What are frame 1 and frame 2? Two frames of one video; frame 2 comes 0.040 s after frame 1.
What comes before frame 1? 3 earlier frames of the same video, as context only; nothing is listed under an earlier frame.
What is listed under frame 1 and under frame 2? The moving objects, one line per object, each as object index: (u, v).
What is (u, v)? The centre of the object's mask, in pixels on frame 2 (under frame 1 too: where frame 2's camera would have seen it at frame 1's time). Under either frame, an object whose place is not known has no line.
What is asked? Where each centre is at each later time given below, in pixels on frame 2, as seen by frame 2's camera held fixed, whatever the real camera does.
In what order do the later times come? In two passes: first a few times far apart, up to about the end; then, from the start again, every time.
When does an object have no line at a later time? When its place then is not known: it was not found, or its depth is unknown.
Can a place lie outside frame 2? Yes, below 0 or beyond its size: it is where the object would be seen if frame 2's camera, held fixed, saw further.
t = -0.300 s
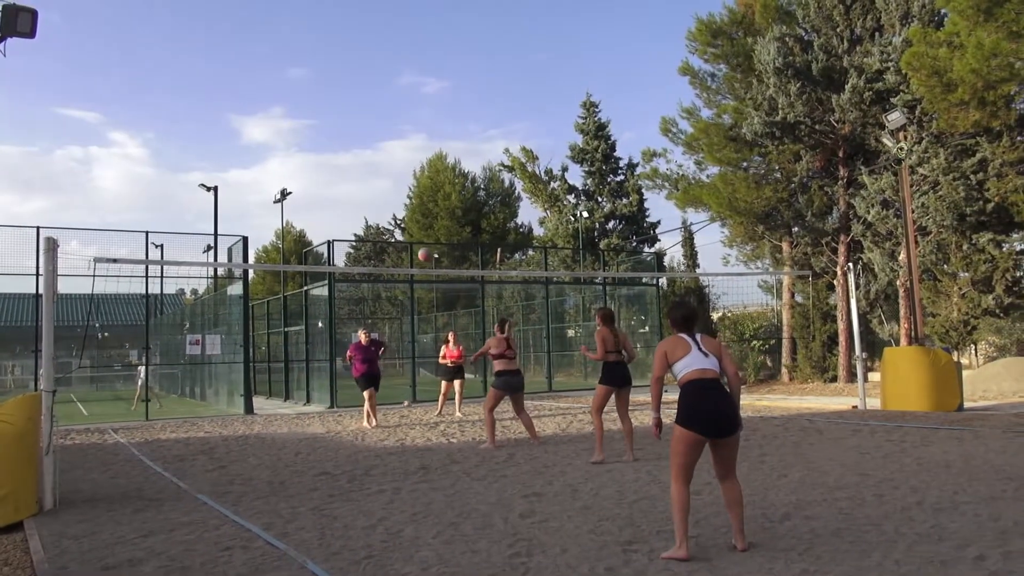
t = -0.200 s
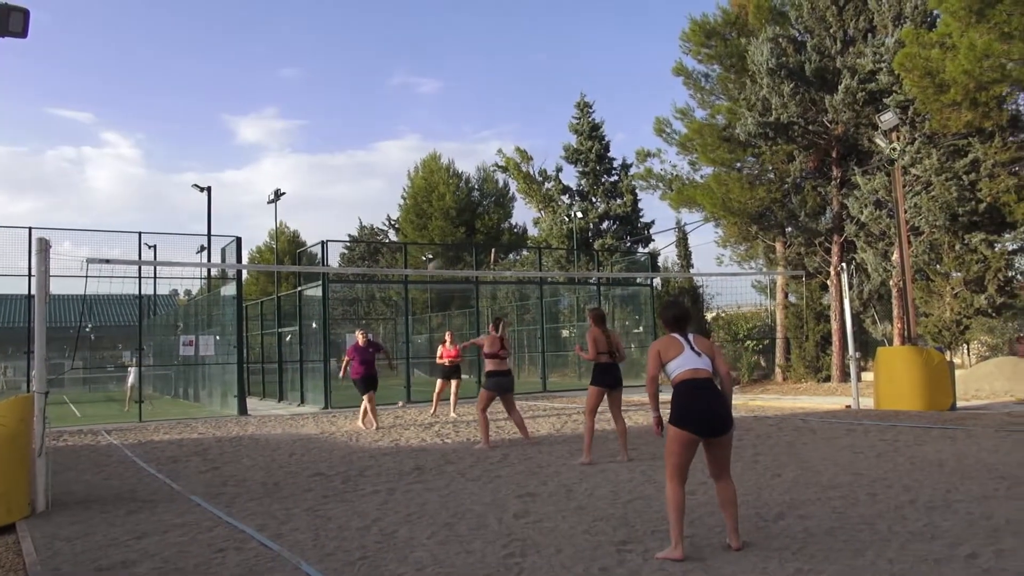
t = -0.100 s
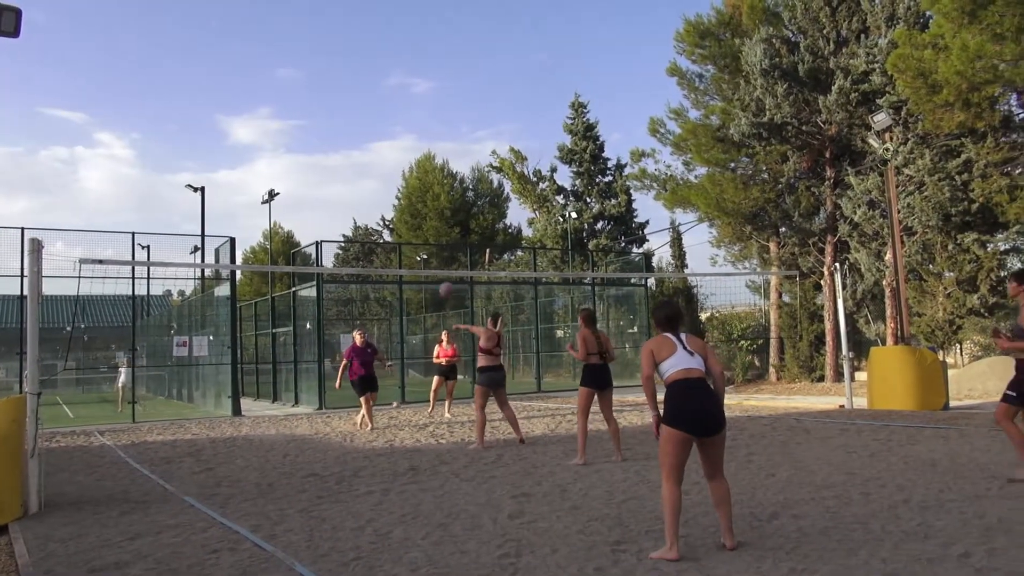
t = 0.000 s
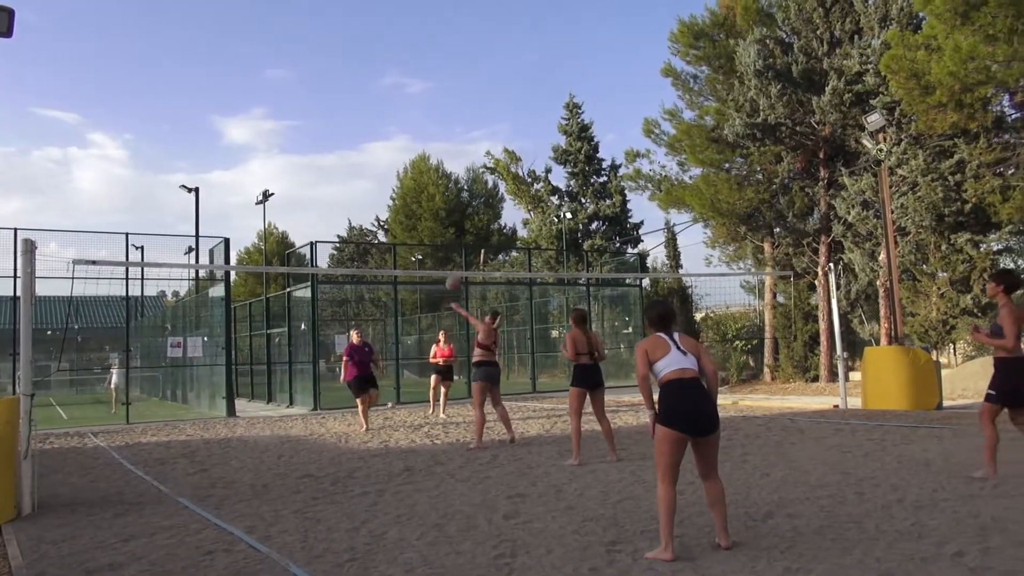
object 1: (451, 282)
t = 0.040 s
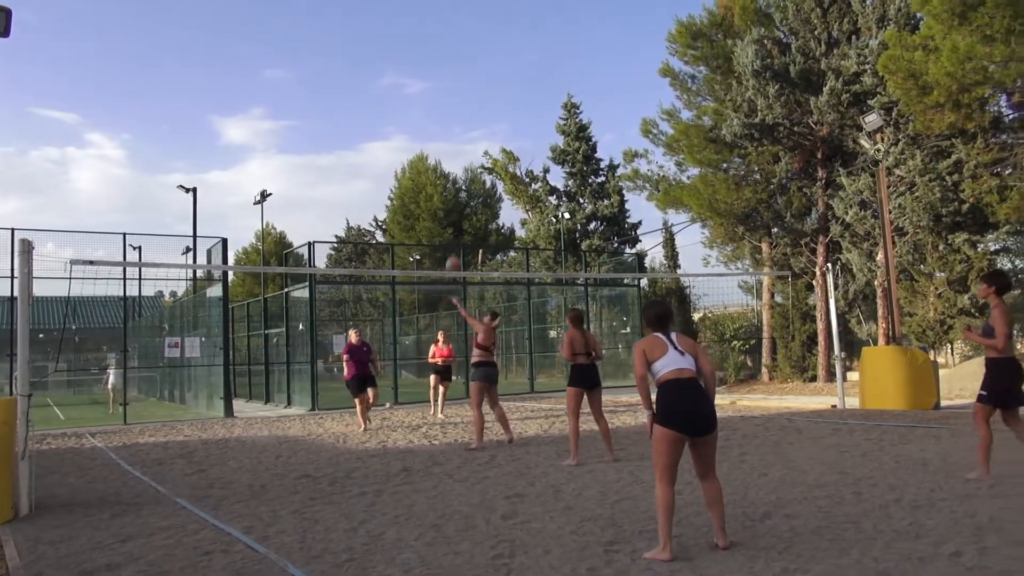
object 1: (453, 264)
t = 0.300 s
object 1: (470, 164)
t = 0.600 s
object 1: (491, 99)
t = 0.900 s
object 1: (522, 112)
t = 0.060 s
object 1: (454, 256)
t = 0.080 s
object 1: (455, 247)
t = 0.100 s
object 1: (456, 238)
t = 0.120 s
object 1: (456, 229)
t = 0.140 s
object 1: (458, 221)
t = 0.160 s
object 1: (459, 213)
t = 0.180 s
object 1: (460, 205)
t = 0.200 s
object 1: (461, 198)
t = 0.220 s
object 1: (462, 192)
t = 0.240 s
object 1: (463, 185)
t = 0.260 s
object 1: (467, 178)
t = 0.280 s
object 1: (468, 170)
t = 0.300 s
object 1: (470, 164)
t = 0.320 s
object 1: (471, 158)
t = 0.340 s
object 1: (472, 152)
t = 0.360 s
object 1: (474, 147)
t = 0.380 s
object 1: (475, 141)
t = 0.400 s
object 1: (476, 135)
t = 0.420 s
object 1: (478, 131)
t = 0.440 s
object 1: (479, 126)
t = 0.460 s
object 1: (480, 122)
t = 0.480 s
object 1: (482, 118)
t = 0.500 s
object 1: (484, 114)
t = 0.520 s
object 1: (485, 111)
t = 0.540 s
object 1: (486, 107)
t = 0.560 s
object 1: (488, 105)
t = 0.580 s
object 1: (490, 102)
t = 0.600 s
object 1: (491, 99)
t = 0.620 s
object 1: (493, 98)
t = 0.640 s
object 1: (495, 96)
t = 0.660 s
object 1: (497, 95)
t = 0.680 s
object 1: (499, 94)
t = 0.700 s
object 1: (501, 94)
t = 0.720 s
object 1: (503, 94)
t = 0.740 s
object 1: (505, 94)
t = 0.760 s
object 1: (507, 95)
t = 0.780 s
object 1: (509, 96)
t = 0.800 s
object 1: (511, 98)
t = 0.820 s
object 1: (513, 99)
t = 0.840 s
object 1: (515, 102)
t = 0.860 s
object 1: (517, 104)
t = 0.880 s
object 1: (520, 108)
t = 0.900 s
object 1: (522, 112)
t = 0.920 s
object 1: (525, 116)
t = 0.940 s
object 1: (527, 121)
